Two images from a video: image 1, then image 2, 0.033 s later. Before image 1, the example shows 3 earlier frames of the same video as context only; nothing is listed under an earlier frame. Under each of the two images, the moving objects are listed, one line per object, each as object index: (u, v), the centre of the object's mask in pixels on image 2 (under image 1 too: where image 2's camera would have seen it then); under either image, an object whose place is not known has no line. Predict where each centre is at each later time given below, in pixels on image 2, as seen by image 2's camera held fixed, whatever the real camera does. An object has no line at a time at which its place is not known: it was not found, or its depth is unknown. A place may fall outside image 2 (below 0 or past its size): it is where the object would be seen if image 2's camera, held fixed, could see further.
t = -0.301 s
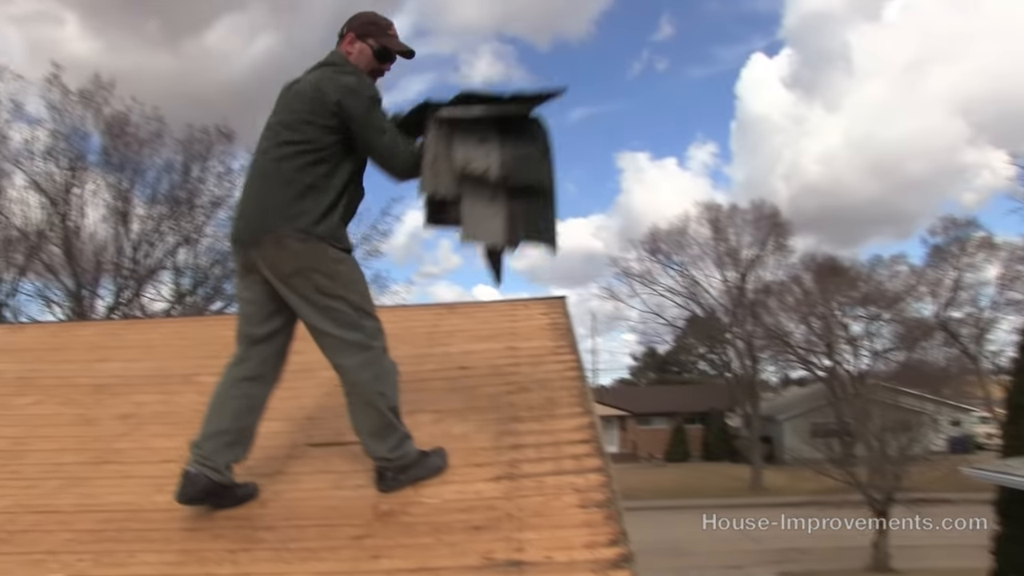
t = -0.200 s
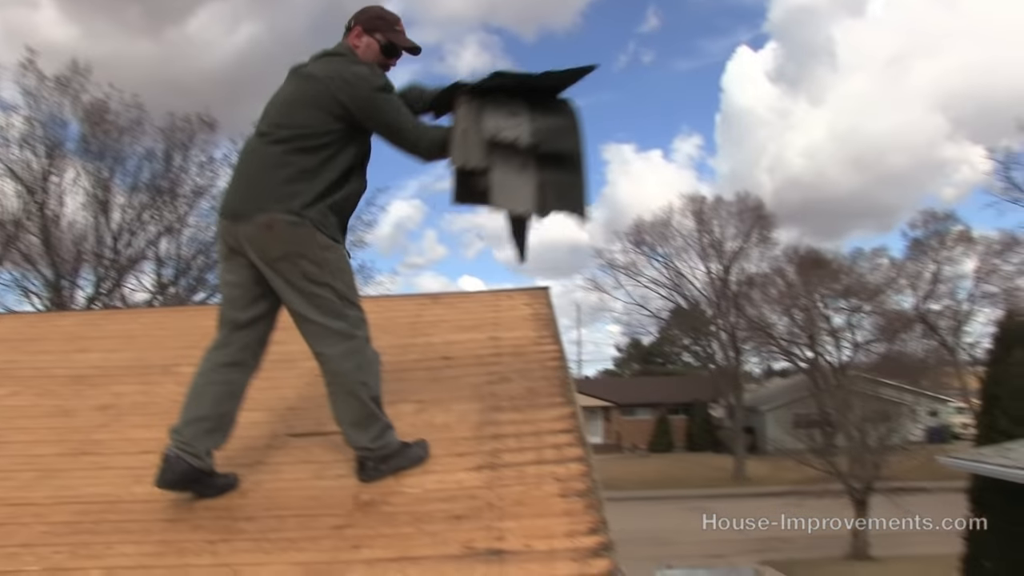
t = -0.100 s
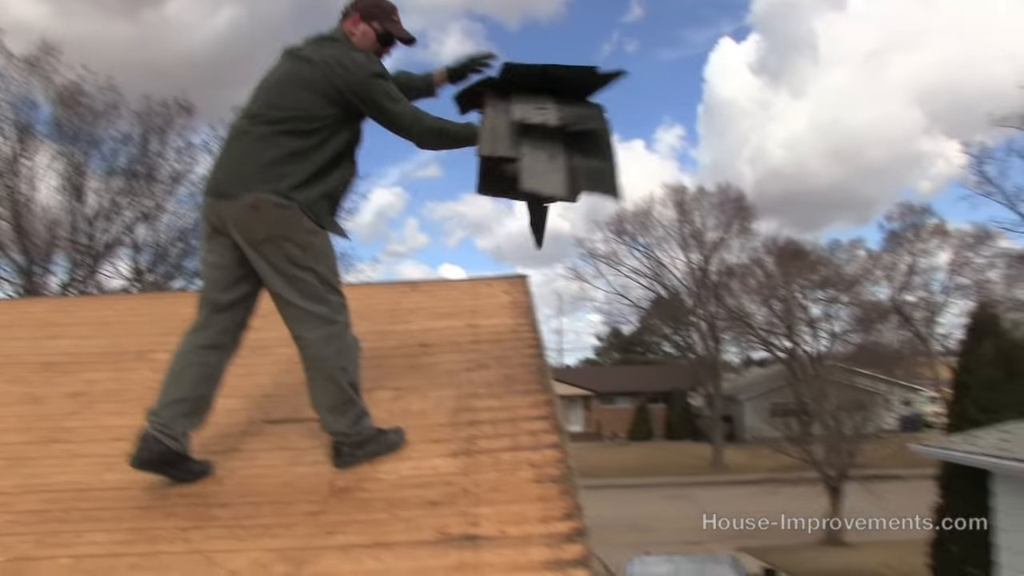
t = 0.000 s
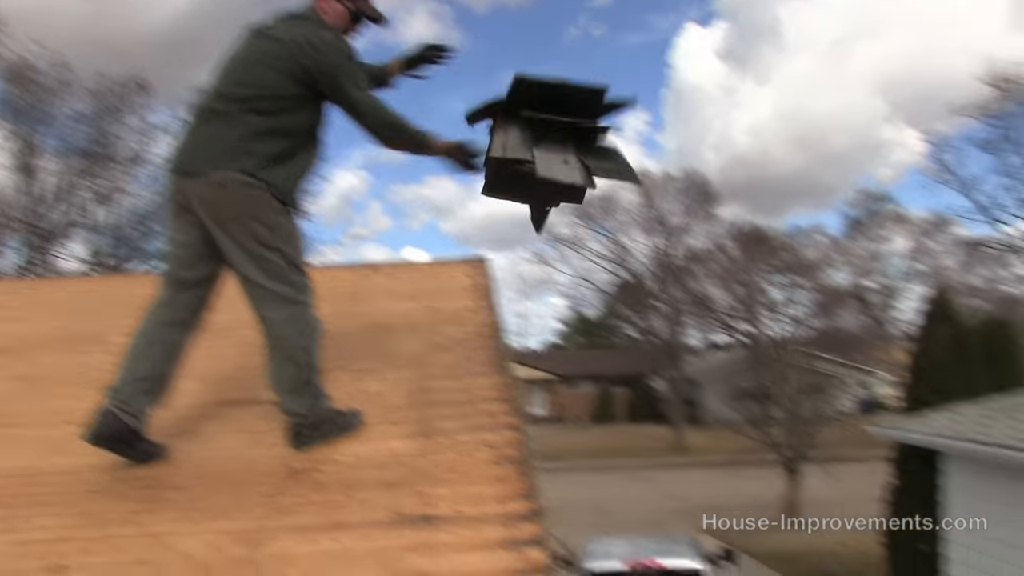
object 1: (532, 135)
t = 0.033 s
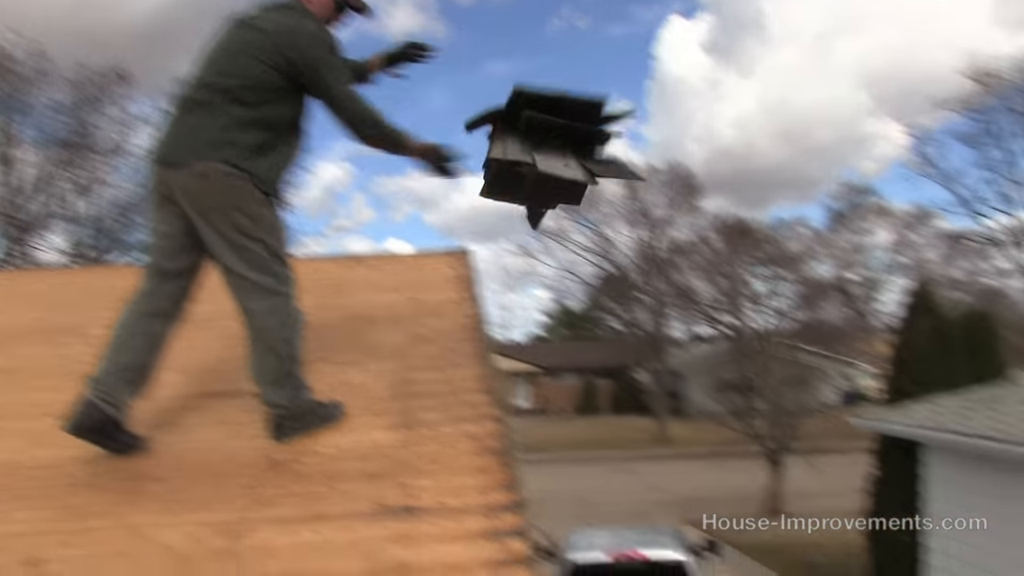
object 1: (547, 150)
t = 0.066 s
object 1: (565, 166)
